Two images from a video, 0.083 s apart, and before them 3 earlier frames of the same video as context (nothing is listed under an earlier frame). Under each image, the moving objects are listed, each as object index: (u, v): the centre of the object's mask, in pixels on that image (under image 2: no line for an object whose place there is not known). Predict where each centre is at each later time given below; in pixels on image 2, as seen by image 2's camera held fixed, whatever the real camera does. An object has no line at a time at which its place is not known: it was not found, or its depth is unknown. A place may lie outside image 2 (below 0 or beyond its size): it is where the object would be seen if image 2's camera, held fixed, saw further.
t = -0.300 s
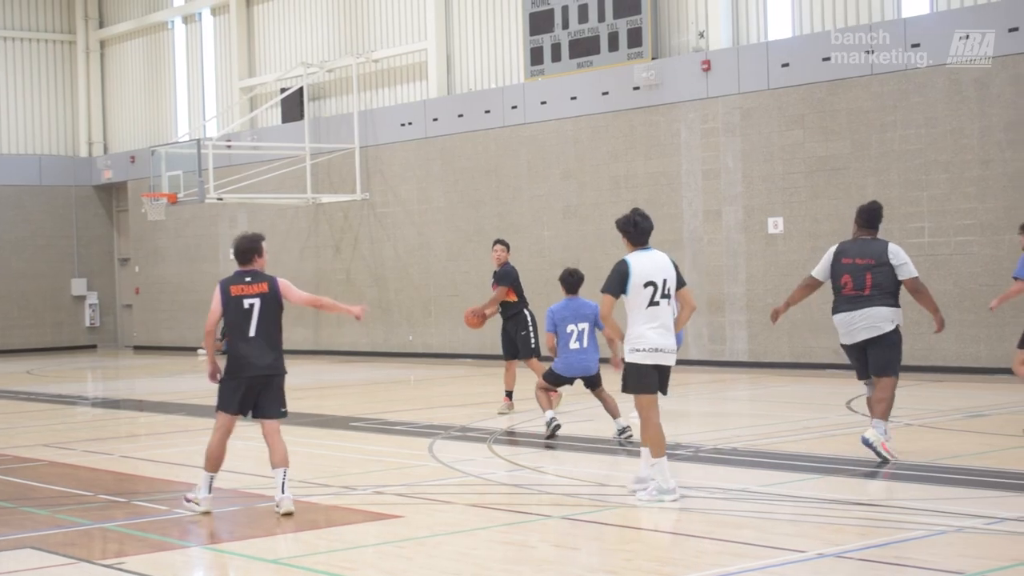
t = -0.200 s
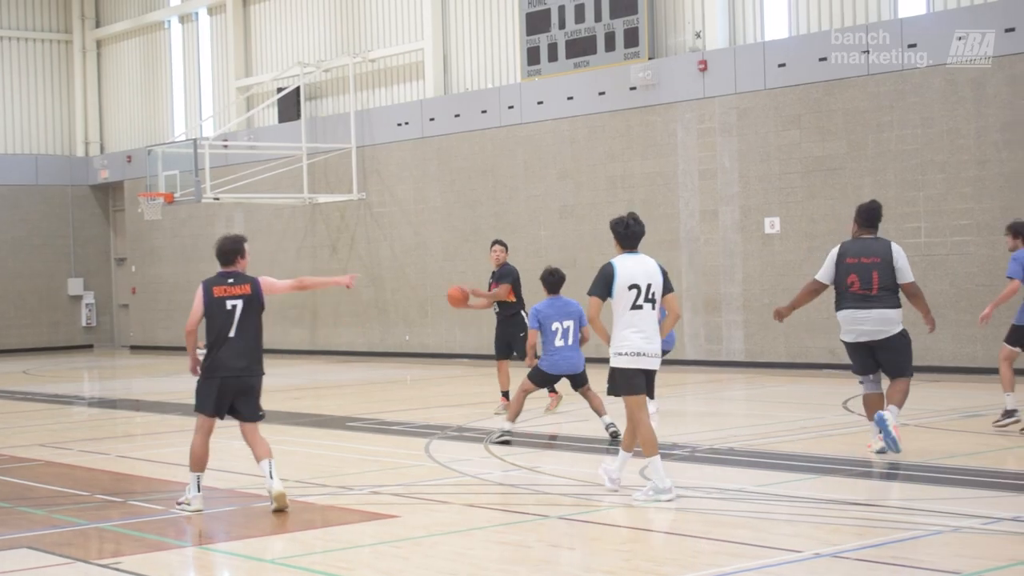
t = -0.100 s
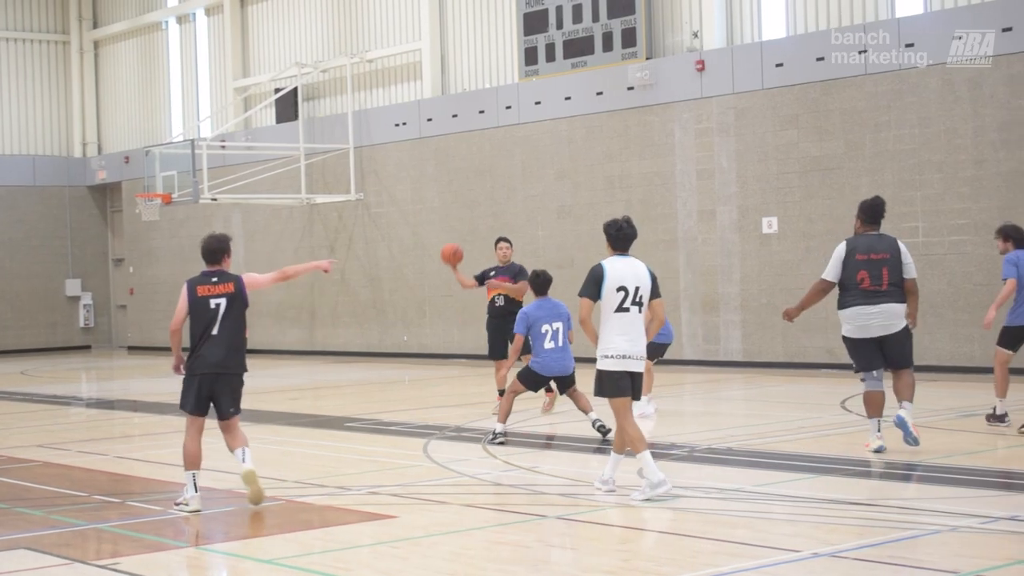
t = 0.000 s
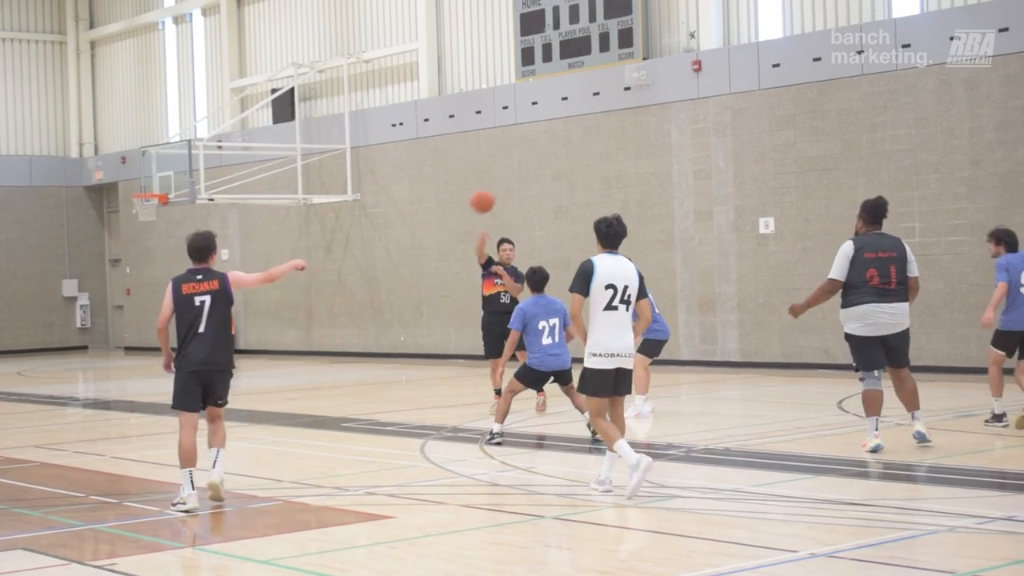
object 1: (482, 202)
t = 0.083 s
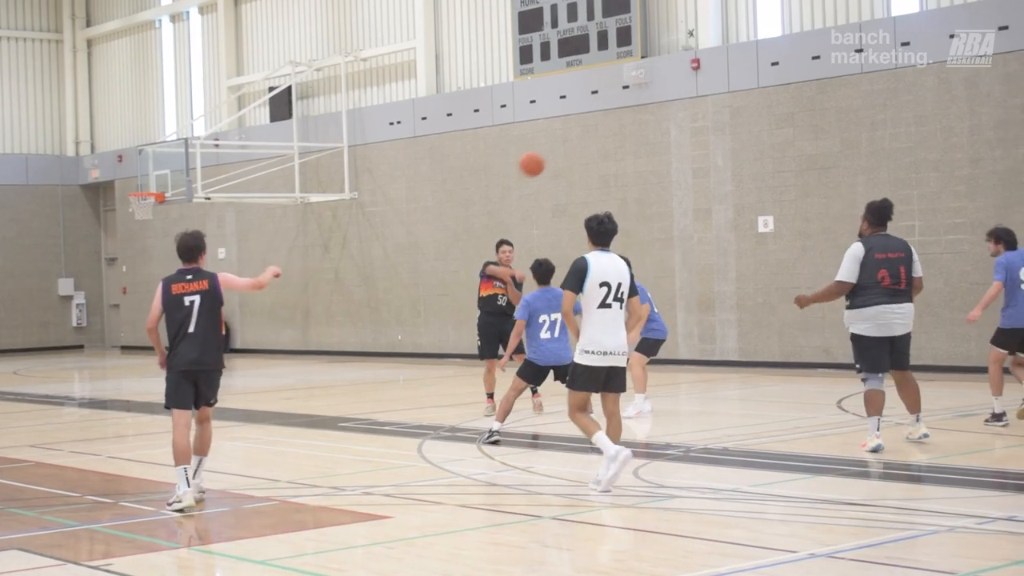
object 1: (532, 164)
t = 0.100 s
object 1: (542, 157)
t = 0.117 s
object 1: (554, 150)
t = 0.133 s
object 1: (565, 143)
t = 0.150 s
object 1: (577, 137)
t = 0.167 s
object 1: (588, 130)
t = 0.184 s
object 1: (600, 124)
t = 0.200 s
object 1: (612, 118)
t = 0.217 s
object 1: (625, 113)
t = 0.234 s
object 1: (638, 107)
